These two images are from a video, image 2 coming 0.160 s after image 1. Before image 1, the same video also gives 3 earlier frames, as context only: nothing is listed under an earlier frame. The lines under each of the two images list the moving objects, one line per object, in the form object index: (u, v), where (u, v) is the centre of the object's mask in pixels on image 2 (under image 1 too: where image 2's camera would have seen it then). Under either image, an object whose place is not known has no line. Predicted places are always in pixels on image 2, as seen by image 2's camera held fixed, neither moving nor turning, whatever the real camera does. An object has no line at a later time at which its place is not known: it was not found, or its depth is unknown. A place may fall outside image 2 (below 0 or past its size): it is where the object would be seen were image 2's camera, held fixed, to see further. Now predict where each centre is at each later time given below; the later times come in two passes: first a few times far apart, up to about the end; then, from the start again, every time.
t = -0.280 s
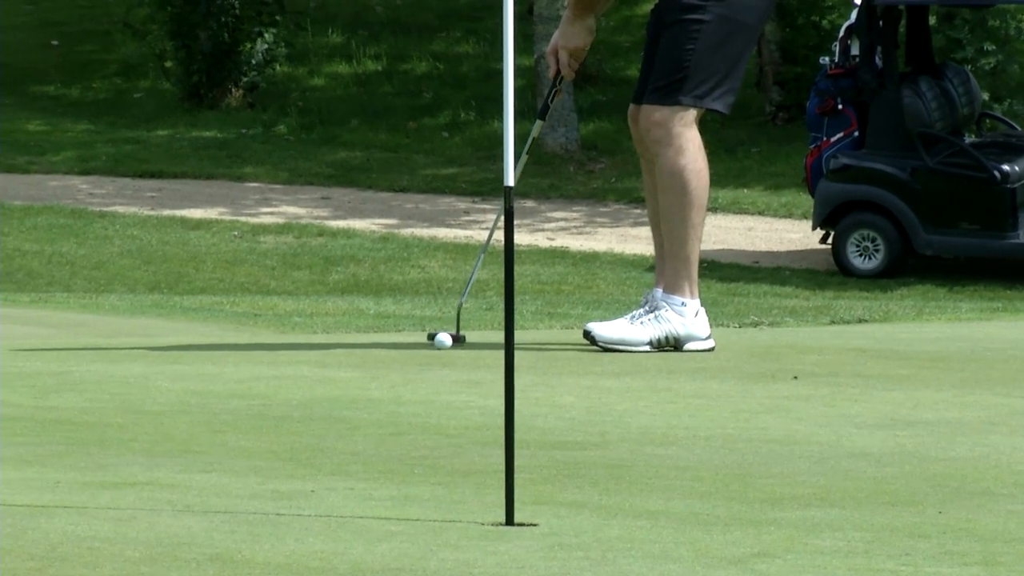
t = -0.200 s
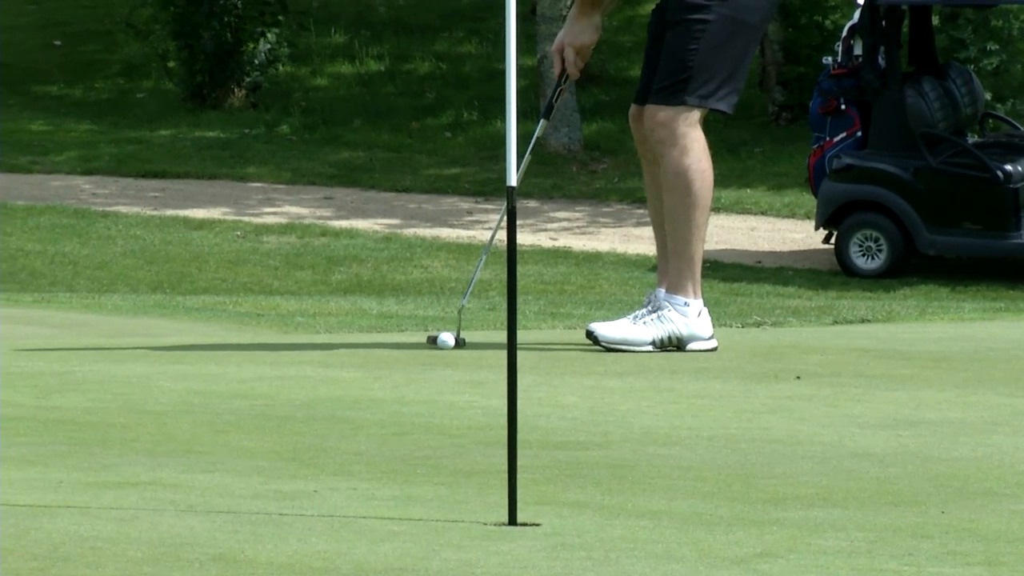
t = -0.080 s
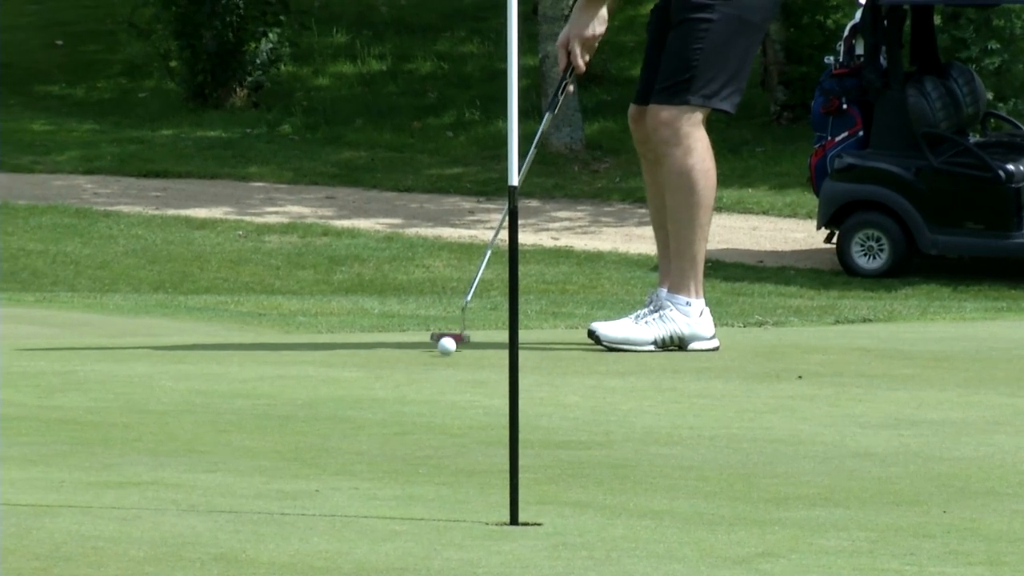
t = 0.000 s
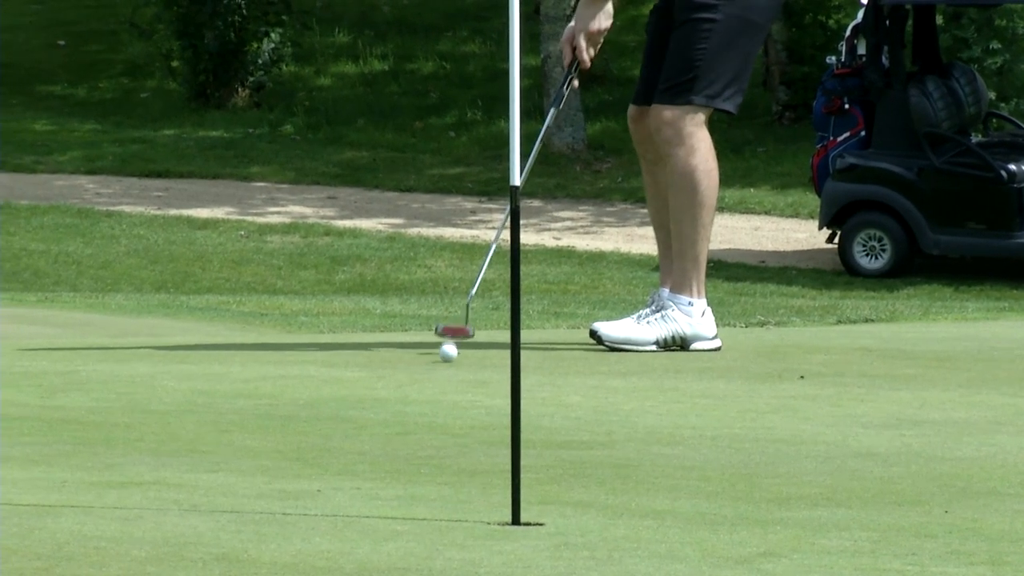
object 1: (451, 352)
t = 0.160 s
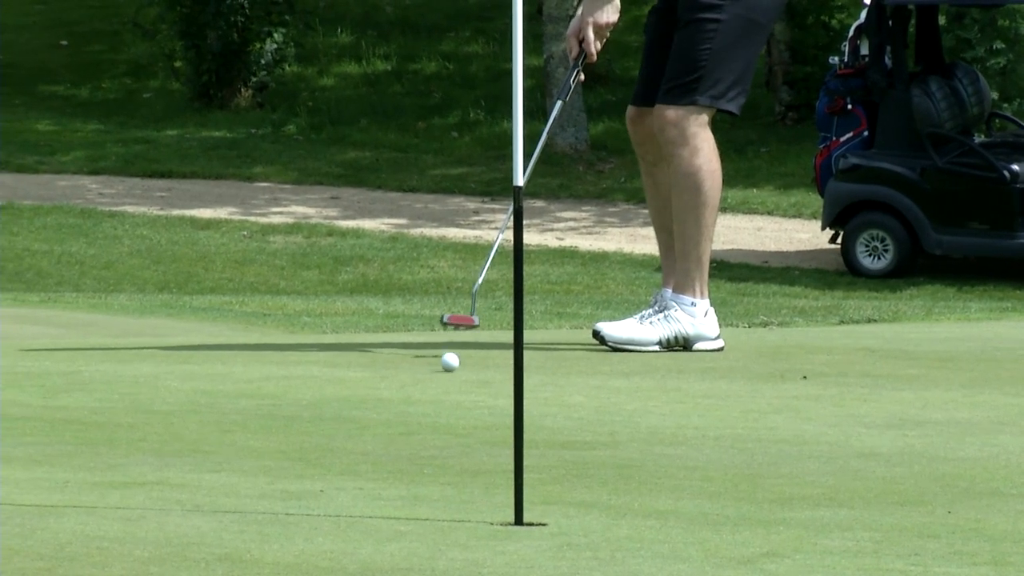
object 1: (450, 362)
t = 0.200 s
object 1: (449, 365)
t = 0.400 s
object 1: (444, 378)
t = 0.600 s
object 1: (438, 391)
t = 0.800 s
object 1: (432, 404)
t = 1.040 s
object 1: (423, 419)
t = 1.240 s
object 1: (419, 431)
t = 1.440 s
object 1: (415, 442)
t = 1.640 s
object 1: (408, 452)
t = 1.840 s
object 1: (403, 461)
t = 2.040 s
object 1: (400, 470)
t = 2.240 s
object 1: (401, 479)
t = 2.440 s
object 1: (402, 486)
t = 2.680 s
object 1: (408, 493)
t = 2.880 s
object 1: (416, 498)
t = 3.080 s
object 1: (422, 502)
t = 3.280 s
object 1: (426, 506)
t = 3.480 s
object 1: (428, 508)
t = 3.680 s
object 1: (430, 510)
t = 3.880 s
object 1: (433, 510)
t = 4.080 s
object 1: (433, 510)
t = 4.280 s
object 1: (433, 510)
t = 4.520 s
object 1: (433, 511)
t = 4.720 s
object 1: (433, 510)
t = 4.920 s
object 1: (433, 510)
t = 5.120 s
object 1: (433, 510)
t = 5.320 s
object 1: (433, 510)
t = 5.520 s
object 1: (433, 510)
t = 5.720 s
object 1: (433, 510)
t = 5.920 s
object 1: (433, 510)
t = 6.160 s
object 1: (433, 510)
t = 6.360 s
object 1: (433, 510)
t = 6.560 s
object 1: (433, 511)
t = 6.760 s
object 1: (433, 510)
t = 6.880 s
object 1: (433, 511)
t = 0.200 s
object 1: (449, 365)
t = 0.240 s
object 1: (448, 367)
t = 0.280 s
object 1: (447, 370)
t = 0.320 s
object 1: (446, 372)
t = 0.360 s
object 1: (445, 375)
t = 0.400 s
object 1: (444, 378)
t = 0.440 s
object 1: (442, 380)
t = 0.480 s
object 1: (442, 383)
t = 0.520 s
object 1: (440, 386)
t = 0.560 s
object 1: (439, 388)
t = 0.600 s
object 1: (438, 391)
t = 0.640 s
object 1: (436, 393)
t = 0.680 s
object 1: (435, 396)
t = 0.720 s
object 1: (434, 398)
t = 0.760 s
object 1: (433, 401)
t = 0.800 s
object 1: (432, 404)
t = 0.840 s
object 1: (430, 407)
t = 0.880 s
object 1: (429, 409)
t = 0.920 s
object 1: (427, 412)
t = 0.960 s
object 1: (426, 415)
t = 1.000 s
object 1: (425, 417)
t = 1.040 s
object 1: (423, 419)
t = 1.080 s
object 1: (422, 422)
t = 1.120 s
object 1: (422, 425)
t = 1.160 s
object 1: (421, 427)
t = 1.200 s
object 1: (420, 429)
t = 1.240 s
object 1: (419, 431)
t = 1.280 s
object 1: (418, 433)
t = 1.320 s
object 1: (417, 436)
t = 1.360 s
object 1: (417, 438)
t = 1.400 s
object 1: (415, 440)
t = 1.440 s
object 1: (415, 442)
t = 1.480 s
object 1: (413, 444)
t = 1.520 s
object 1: (411, 446)
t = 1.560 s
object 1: (410, 449)
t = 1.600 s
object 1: (409, 450)
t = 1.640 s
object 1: (408, 452)
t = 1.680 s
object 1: (407, 454)
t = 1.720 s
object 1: (406, 456)
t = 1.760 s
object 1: (405, 458)
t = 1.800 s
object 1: (404, 460)
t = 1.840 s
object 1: (403, 461)
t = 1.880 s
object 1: (402, 463)
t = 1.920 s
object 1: (401, 465)
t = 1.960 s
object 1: (401, 467)
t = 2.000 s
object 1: (400, 469)
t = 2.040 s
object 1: (400, 470)
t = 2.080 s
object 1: (400, 472)
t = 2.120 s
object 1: (400, 474)
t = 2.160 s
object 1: (400, 475)
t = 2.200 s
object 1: (400, 477)
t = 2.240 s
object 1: (401, 479)
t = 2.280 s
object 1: (401, 480)
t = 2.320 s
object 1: (401, 481)
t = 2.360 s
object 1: (401, 483)
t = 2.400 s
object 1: (401, 484)
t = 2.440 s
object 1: (402, 486)
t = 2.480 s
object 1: (403, 487)
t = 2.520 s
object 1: (404, 488)
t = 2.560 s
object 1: (405, 489)
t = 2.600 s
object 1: (406, 490)
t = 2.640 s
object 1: (407, 492)
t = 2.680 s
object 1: (408, 493)
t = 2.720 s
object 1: (409, 494)
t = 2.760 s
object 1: (411, 495)
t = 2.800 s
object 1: (413, 496)
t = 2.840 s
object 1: (415, 497)
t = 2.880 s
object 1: (416, 498)
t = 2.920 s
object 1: (417, 498)
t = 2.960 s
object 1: (419, 499)
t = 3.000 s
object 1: (420, 501)
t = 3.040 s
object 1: (421, 501)
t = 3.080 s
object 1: (422, 502)
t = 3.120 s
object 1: (423, 503)
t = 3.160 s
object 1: (424, 504)
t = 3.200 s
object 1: (425, 505)
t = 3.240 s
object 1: (426, 505)
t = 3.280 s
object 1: (426, 506)
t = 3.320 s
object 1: (426, 506)
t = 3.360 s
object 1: (427, 507)
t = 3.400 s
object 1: (427, 508)
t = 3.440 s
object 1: (427, 508)
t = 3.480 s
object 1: (428, 508)
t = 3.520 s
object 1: (428, 509)
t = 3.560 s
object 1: (428, 509)
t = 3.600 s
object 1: (428, 509)
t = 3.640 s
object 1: (429, 510)
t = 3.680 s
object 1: (430, 510)
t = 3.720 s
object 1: (430, 510)
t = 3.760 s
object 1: (431, 510)
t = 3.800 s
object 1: (431, 510)
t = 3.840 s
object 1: (432, 510)
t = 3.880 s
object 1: (433, 510)
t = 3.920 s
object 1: (433, 510)
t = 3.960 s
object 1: (433, 510)
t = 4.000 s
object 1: (433, 511)
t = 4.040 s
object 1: (433, 510)
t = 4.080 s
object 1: (433, 510)
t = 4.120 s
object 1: (433, 510)
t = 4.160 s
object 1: (433, 510)
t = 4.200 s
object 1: (433, 510)
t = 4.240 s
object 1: (433, 510)
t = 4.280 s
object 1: (433, 510)
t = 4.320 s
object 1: (433, 510)
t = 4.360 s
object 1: (433, 510)
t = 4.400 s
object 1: (433, 510)
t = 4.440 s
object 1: (433, 510)
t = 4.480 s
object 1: (433, 510)
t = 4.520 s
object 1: (433, 511)
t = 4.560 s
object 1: (433, 510)
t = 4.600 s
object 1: (432, 510)
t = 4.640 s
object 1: (433, 510)
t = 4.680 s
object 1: (433, 510)
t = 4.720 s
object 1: (433, 510)
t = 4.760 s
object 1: (433, 510)
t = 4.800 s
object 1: (433, 510)
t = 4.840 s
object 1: (433, 510)
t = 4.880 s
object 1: (433, 510)
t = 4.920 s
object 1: (433, 510)
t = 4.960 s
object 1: (433, 510)
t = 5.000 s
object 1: (433, 510)
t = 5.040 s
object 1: (433, 510)
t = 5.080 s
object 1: (433, 510)
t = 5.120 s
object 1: (433, 510)
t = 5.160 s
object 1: (433, 510)
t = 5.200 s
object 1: (433, 510)
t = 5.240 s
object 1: (433, 510)
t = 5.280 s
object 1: (433, 510)
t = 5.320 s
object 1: (433, 510)
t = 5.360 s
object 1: (433, 510)
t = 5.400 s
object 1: (433, 510)
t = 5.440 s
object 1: (433, 510)
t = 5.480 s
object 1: (433, 510)
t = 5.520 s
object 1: (433, 510)
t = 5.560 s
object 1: (433, 510)
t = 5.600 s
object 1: (433, 510)
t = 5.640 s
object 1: (433, 510)
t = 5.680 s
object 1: (433, 510)
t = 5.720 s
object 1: (433, 510)
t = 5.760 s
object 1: (433, 510)
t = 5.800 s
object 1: (433, 510)
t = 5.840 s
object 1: (433, 510)
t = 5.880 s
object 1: (433, 510)
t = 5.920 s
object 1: (433, 510)
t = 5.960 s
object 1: (433, 510)
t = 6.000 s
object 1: (433, 510)
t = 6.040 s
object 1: (433, 510)
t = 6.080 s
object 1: (433, 510)
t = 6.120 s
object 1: (433, 510)
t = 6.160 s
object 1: (433, 510)
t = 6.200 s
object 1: (433, 510)
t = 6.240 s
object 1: (433, 510)
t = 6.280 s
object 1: (433, 510)
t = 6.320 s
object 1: (433, 510)
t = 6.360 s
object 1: (433, 510)
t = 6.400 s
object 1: (433, 510)
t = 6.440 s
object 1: (433, 510)
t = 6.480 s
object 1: (433, 511)
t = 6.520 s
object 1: (433, 510)
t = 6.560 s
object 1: (433, 511)
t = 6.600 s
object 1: (433, 510)
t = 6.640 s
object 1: (433, 510)
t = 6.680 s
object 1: (433, 511)
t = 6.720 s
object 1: (433, 510)
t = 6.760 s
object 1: (433, 510)
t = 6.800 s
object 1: (433, 511)
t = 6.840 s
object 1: (433, 511)
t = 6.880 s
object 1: (433, 511)
